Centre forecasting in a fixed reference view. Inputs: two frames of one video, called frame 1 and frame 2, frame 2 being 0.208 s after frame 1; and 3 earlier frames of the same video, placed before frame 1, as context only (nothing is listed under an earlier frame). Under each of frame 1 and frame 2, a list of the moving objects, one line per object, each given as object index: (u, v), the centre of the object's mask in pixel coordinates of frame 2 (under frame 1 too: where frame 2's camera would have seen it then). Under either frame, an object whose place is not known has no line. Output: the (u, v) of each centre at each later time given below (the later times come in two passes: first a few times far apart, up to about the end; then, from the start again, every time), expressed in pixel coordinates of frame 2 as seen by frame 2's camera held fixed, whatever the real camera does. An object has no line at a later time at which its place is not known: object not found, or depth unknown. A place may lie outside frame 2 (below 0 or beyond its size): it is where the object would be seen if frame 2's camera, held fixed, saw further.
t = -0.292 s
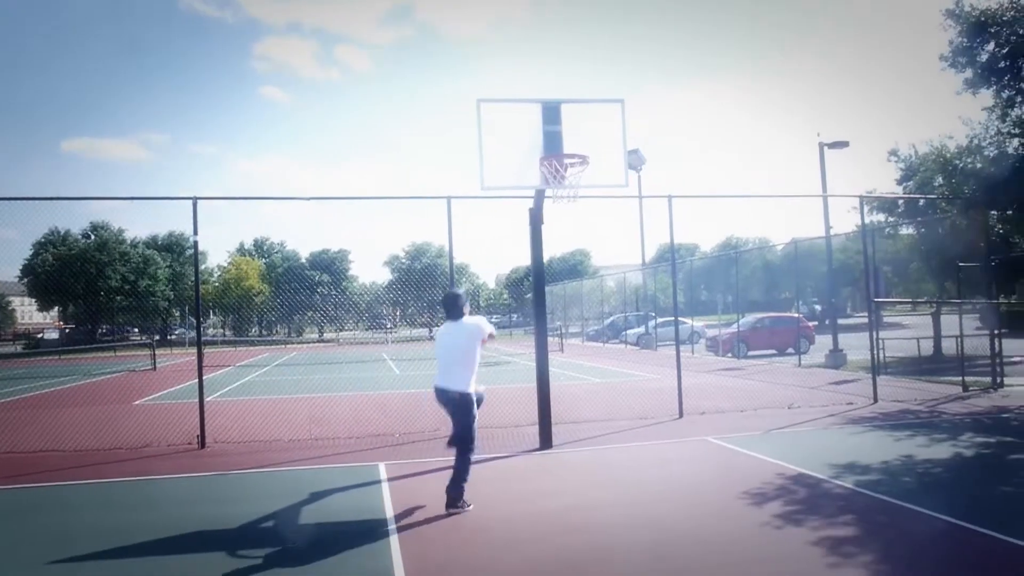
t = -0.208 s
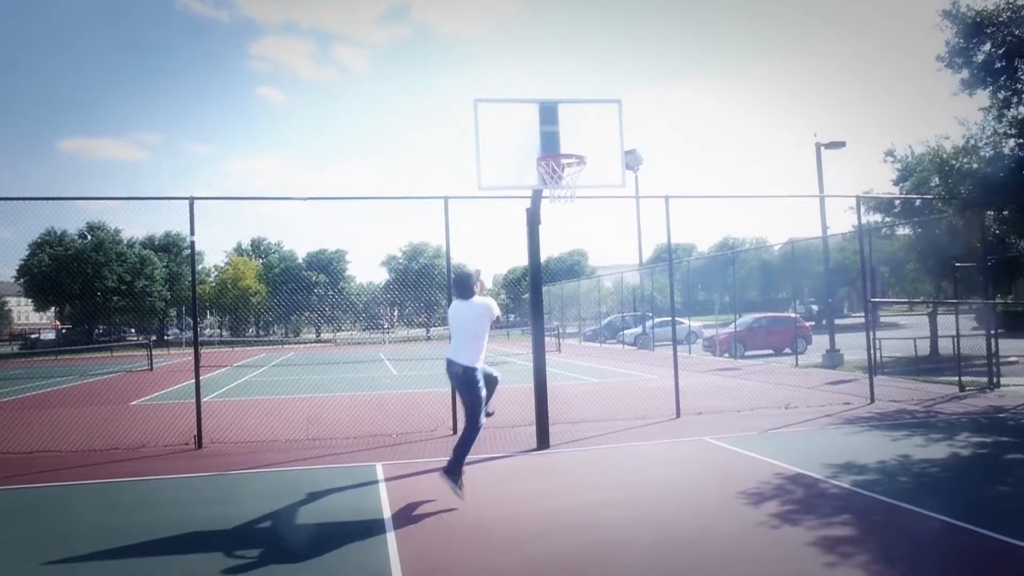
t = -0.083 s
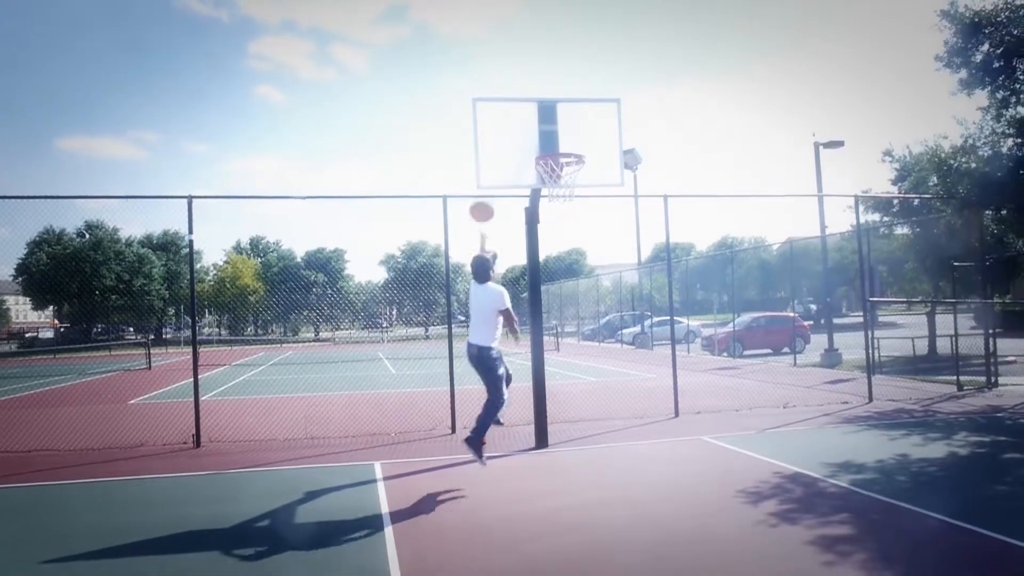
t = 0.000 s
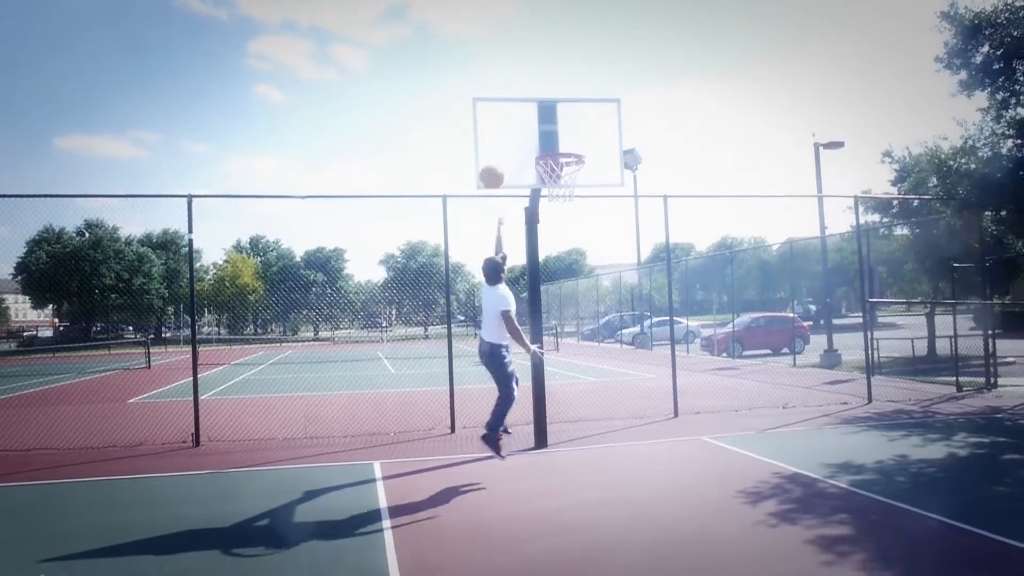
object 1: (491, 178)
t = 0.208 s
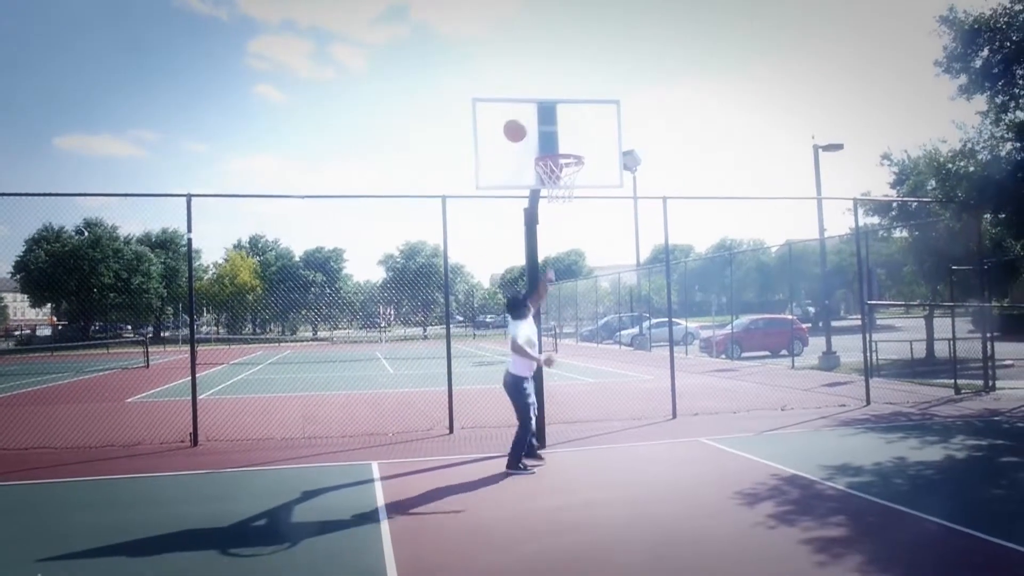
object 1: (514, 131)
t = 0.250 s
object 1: (520, 126)
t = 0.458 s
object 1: (547, 129)
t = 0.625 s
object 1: (569, 162)
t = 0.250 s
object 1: (520, 126)
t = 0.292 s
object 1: (525, 123)
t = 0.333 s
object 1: (532, 121)
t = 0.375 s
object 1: (537, 122)
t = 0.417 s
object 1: (543, 124)
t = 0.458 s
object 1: (547, 129)
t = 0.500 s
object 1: (554, 137)
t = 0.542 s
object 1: (558, 142)
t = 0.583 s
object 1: (567, 148)
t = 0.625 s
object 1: (569, 162)
